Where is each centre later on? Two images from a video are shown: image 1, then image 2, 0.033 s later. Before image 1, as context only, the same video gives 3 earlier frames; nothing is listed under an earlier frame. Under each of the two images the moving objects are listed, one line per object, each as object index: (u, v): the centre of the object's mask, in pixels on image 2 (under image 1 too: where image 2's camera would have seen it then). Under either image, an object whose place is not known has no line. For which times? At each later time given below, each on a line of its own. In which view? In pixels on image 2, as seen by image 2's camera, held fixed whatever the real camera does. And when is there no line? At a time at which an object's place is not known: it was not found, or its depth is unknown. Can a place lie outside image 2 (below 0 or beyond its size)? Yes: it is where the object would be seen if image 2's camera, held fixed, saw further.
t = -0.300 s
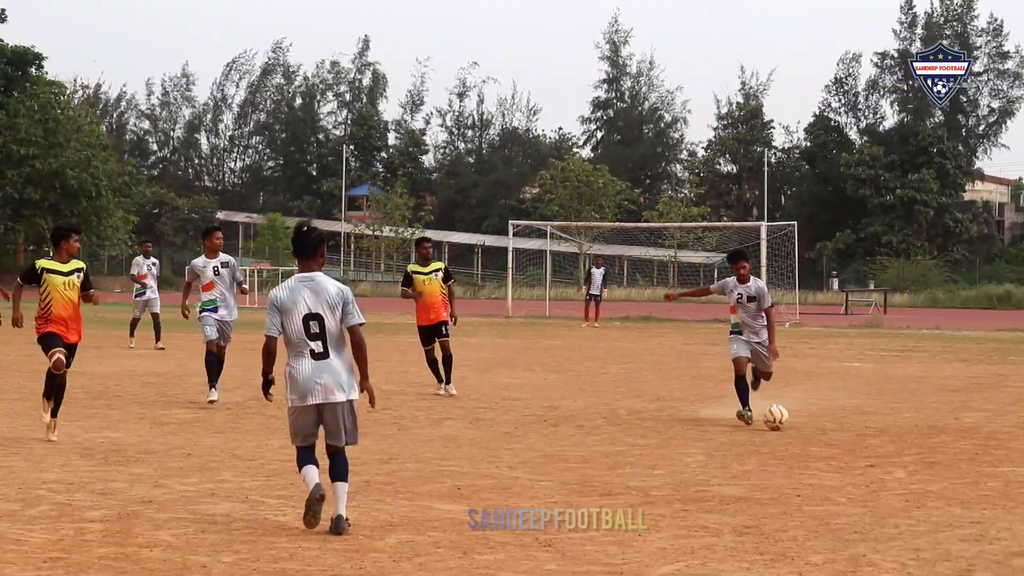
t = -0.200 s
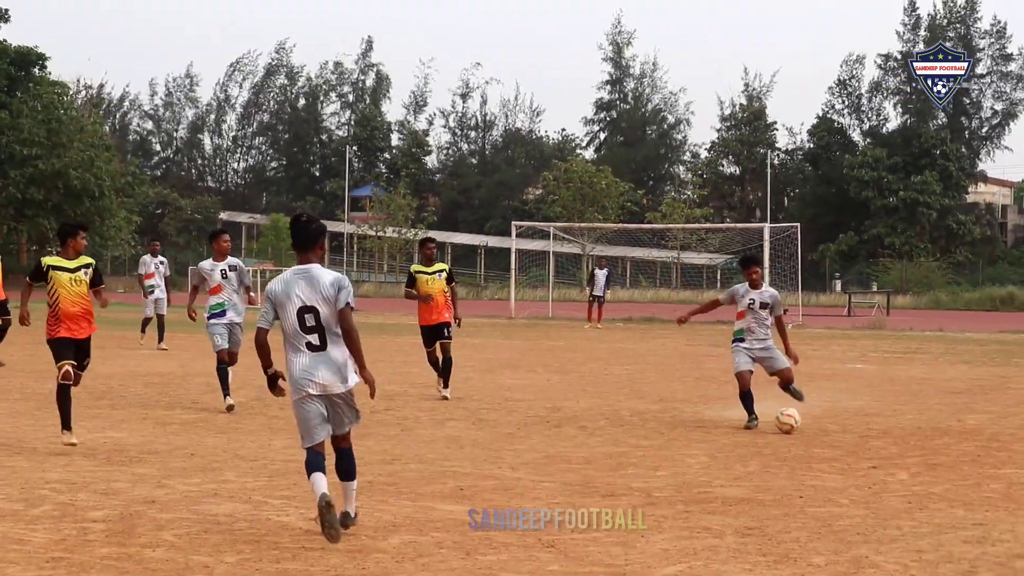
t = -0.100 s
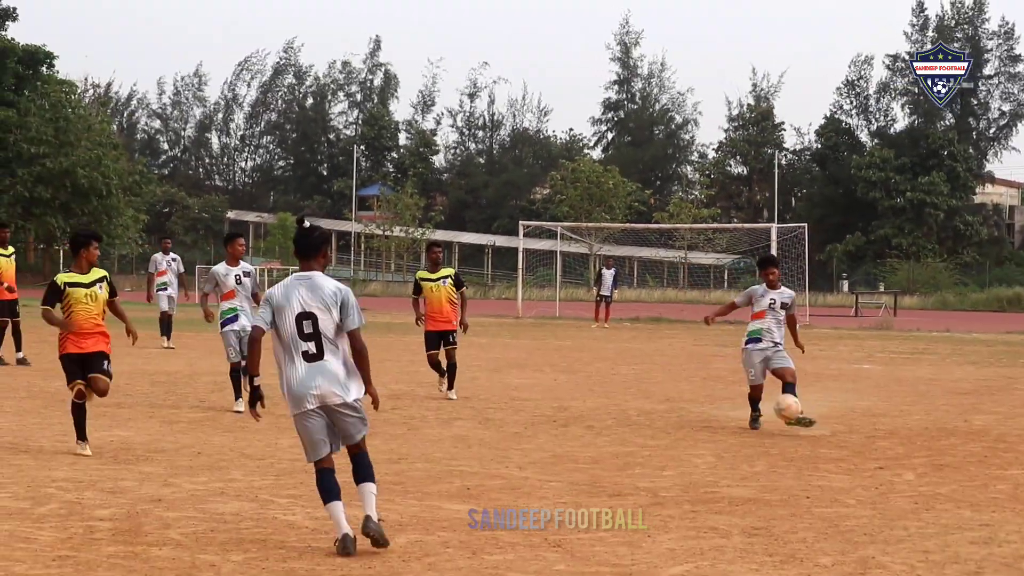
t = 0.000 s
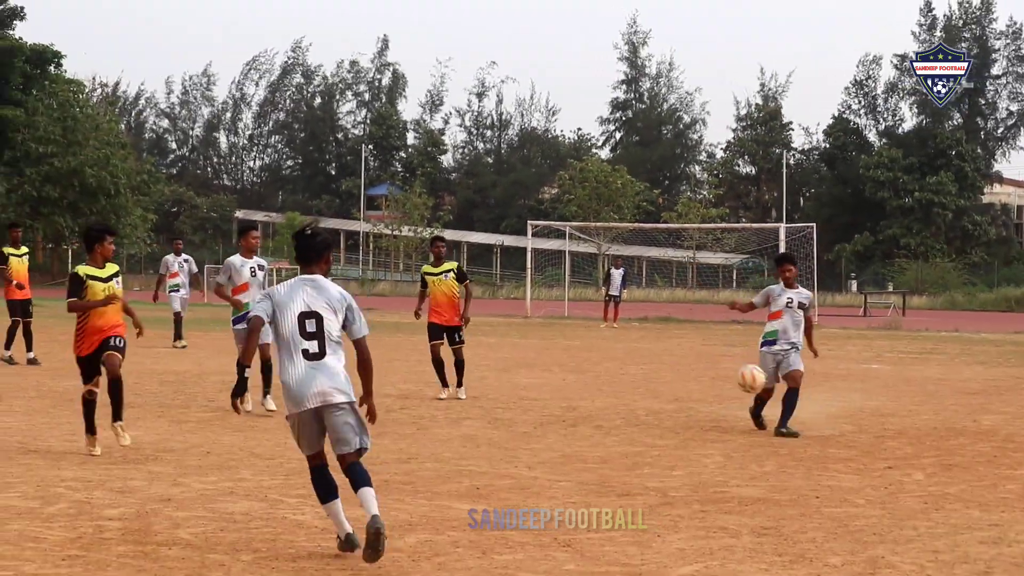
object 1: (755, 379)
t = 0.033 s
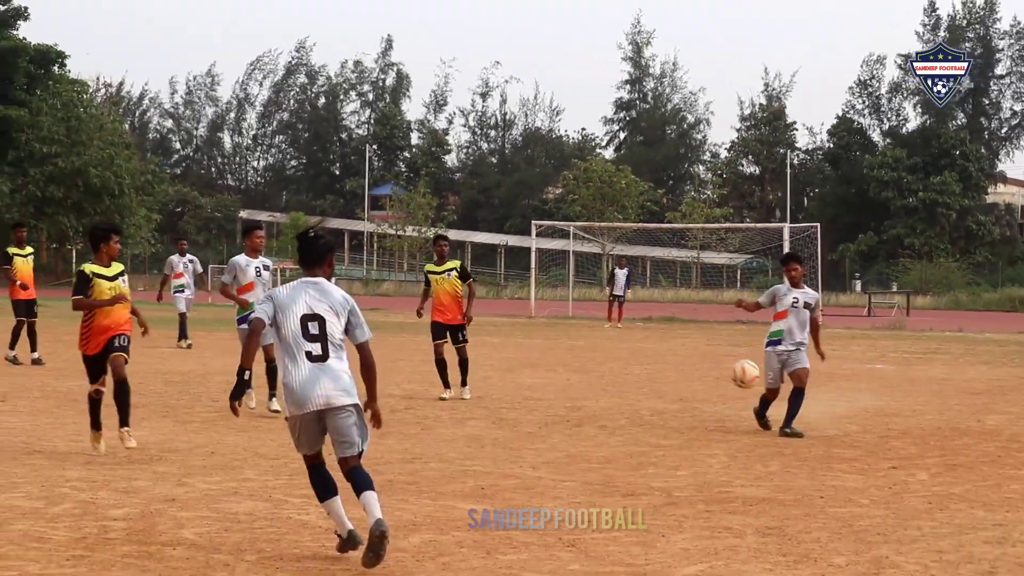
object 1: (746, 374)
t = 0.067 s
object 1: (726, 366)
